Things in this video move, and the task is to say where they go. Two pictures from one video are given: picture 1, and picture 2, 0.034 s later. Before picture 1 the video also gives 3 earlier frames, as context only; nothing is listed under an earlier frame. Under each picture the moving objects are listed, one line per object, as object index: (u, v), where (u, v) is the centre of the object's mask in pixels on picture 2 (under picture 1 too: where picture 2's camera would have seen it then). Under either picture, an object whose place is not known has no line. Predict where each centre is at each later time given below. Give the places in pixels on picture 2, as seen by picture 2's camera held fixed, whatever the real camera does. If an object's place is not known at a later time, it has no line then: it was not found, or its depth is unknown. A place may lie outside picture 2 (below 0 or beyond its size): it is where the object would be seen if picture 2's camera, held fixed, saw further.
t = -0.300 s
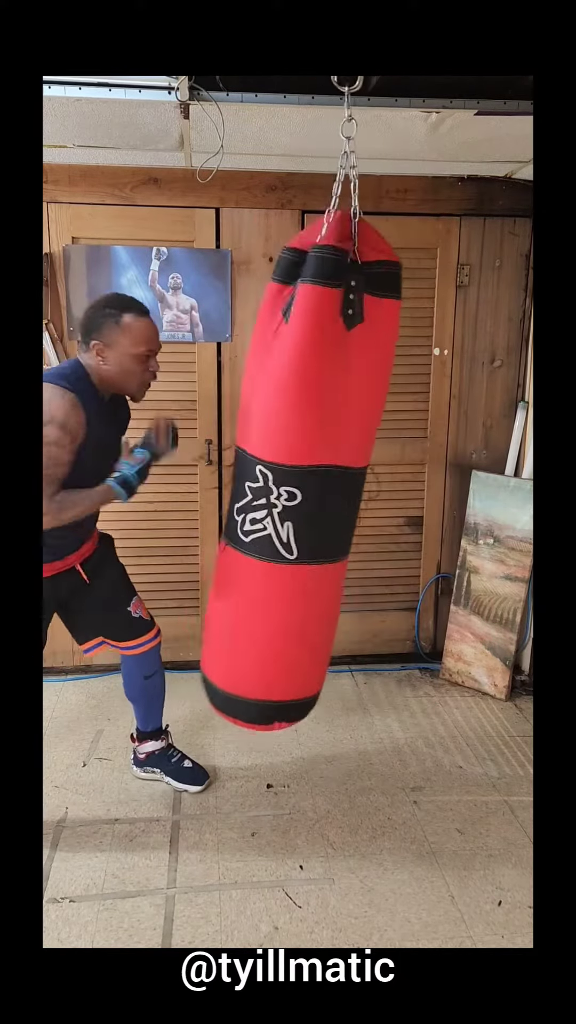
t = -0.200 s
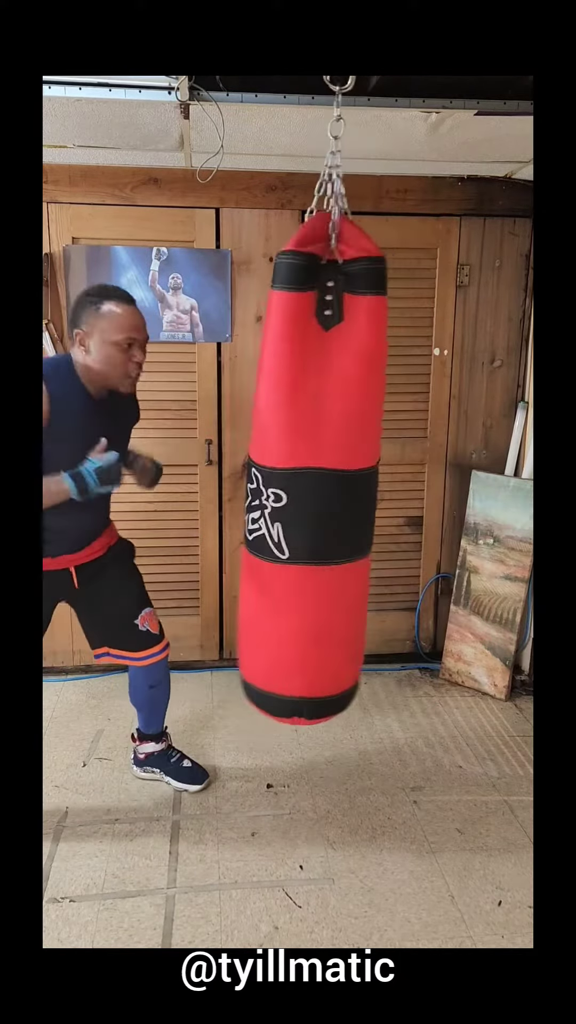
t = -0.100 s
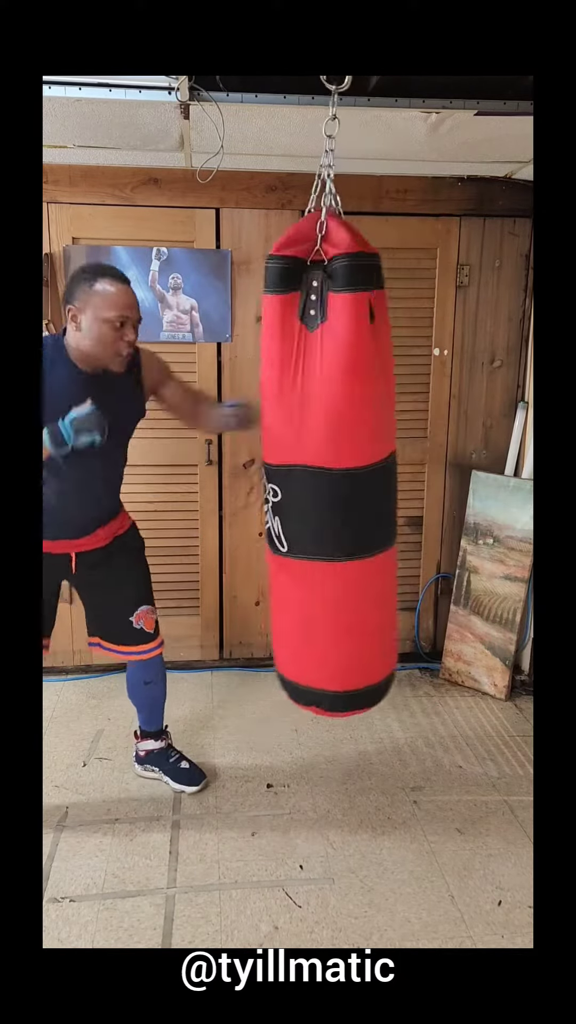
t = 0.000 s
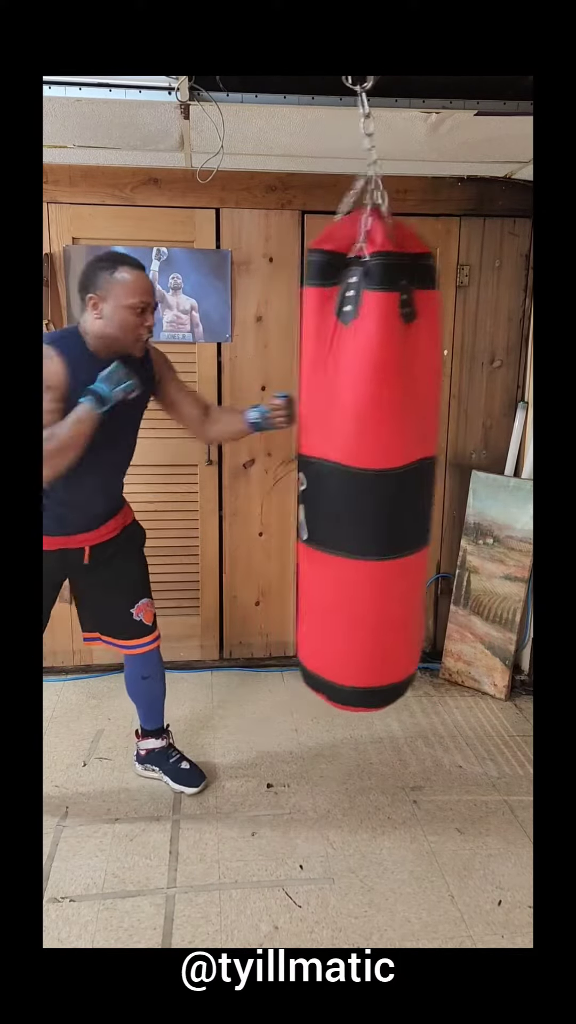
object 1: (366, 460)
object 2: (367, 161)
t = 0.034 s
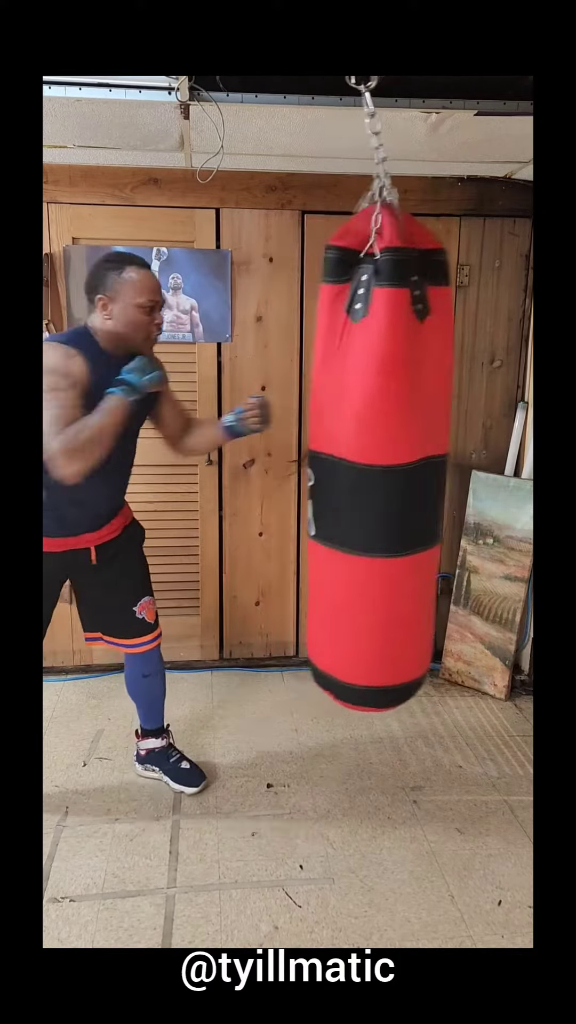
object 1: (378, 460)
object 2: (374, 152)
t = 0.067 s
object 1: (388, 460)
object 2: (384, 149)
